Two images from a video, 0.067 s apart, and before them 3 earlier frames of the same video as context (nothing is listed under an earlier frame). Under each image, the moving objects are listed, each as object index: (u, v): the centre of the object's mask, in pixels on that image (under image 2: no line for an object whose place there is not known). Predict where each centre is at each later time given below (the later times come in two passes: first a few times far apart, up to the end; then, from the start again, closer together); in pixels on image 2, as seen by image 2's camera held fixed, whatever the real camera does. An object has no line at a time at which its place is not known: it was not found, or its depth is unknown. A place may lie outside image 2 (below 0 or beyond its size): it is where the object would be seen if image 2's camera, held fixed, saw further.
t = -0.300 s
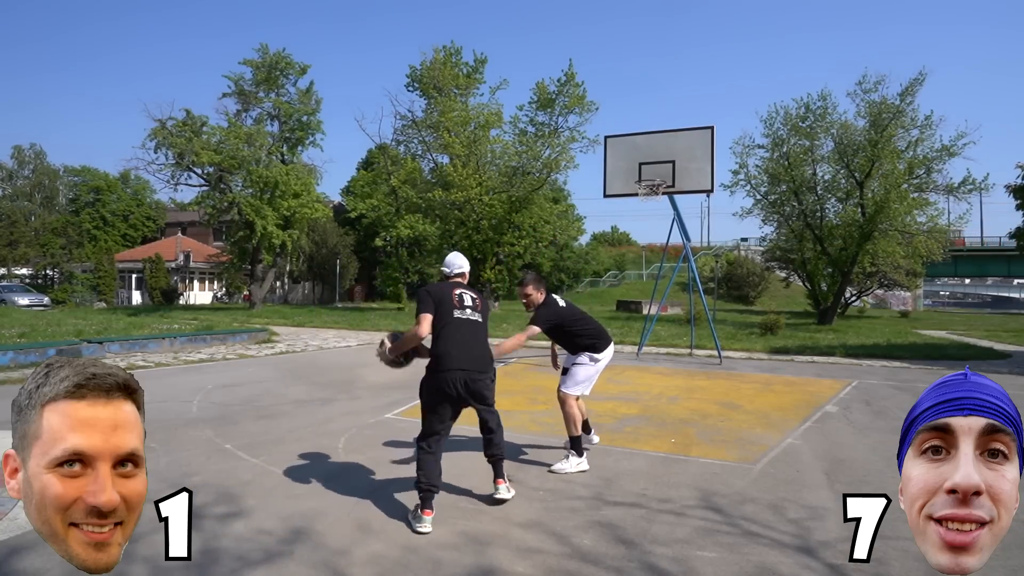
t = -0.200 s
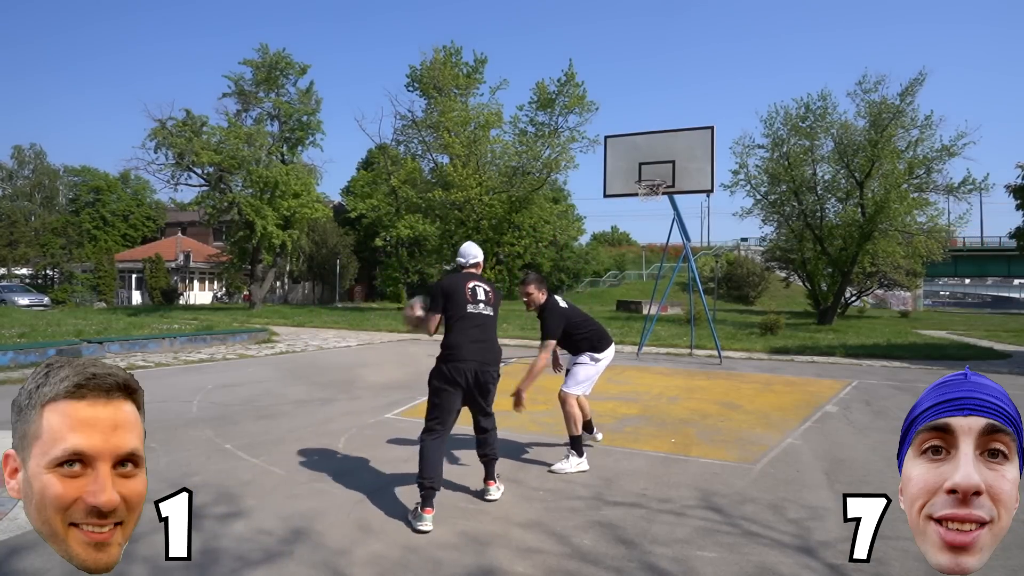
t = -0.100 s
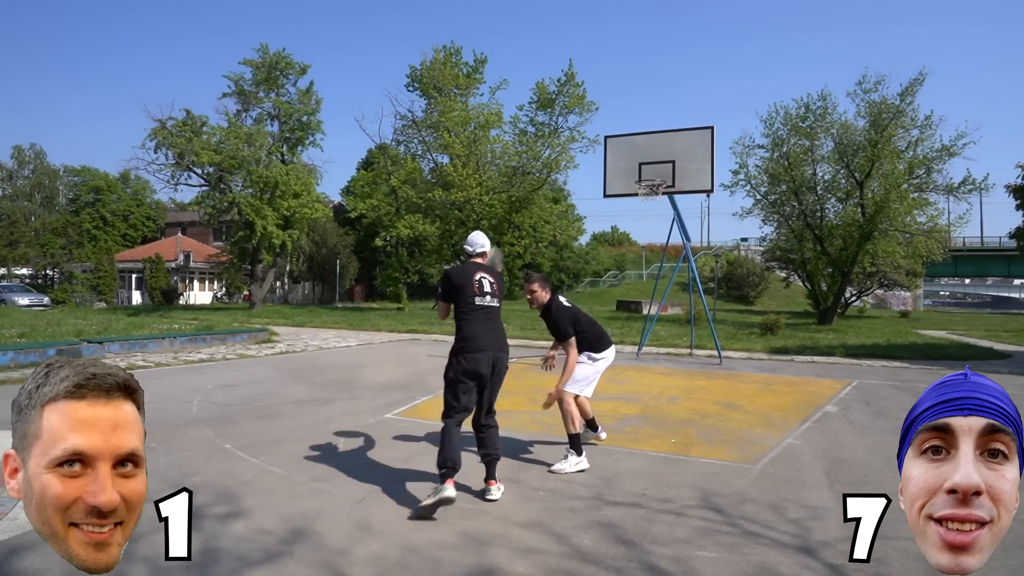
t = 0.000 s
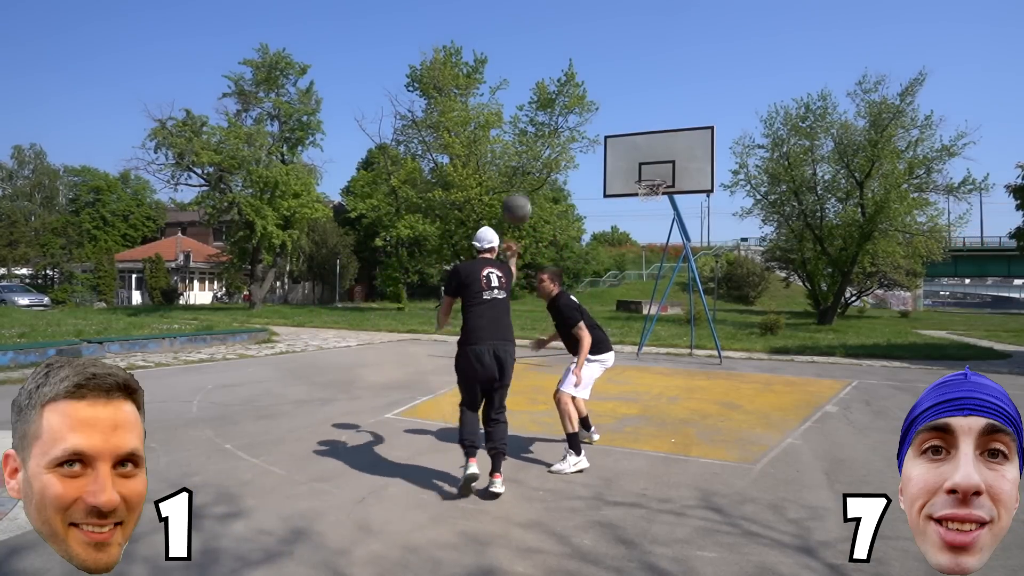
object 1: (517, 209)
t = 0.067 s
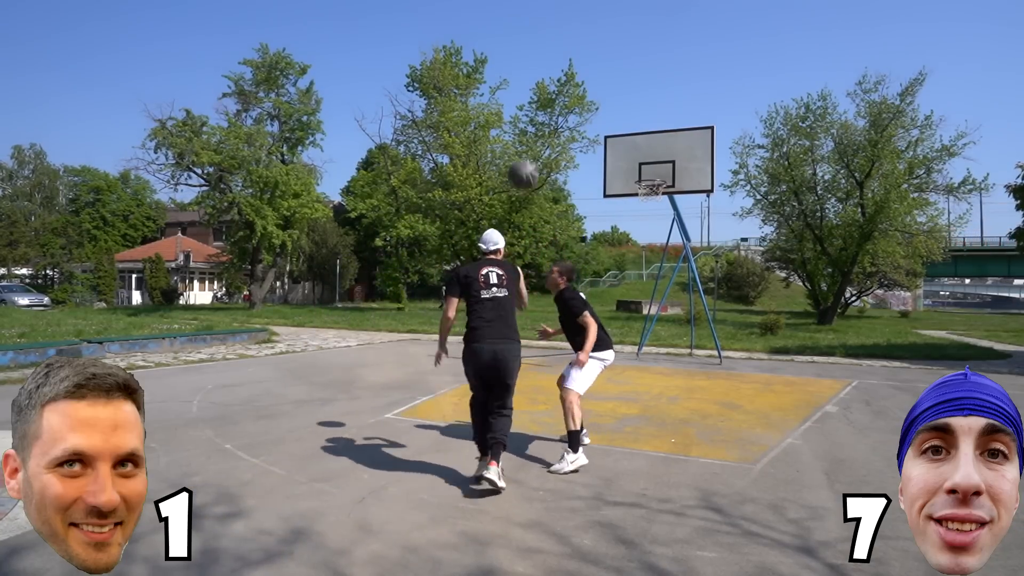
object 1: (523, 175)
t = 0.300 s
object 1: (548, 92)
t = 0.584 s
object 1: (579, 82)
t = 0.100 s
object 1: (526, 159)
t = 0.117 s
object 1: (528, 151)
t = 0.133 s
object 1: (530, 144)
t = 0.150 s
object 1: (532, 137)
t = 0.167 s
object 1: (533, 132)
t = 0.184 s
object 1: (535, 125)
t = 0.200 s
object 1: (536, 120)
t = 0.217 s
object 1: (538, 115)
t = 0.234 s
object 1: (540, 110)
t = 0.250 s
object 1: (542, 105)
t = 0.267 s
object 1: (543, 100)
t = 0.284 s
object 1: (546, 96)
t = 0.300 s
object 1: (548, 92)
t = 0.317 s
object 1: (549, 89)
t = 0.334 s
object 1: (551, 86)
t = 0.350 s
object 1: (553, 83)
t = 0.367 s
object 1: (554, 81)
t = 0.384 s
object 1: (556, 79)
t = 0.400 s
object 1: (558, 77)
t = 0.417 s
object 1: (561, 76)
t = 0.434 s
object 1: (563, 75)
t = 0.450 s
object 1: (564, 74)
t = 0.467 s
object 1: (566, 74)
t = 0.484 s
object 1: (568, 74)
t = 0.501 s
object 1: (569, 74)
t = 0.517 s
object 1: (571, 76)
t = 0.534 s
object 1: (573, 77)
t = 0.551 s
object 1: (575, 78)
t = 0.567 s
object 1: (577, 80)
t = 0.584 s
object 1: (579, 82)
